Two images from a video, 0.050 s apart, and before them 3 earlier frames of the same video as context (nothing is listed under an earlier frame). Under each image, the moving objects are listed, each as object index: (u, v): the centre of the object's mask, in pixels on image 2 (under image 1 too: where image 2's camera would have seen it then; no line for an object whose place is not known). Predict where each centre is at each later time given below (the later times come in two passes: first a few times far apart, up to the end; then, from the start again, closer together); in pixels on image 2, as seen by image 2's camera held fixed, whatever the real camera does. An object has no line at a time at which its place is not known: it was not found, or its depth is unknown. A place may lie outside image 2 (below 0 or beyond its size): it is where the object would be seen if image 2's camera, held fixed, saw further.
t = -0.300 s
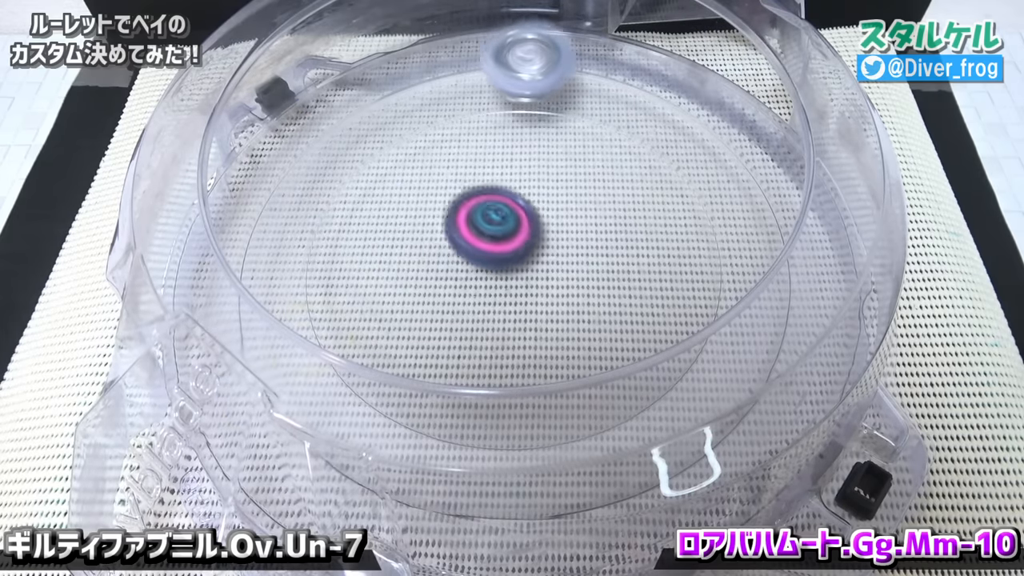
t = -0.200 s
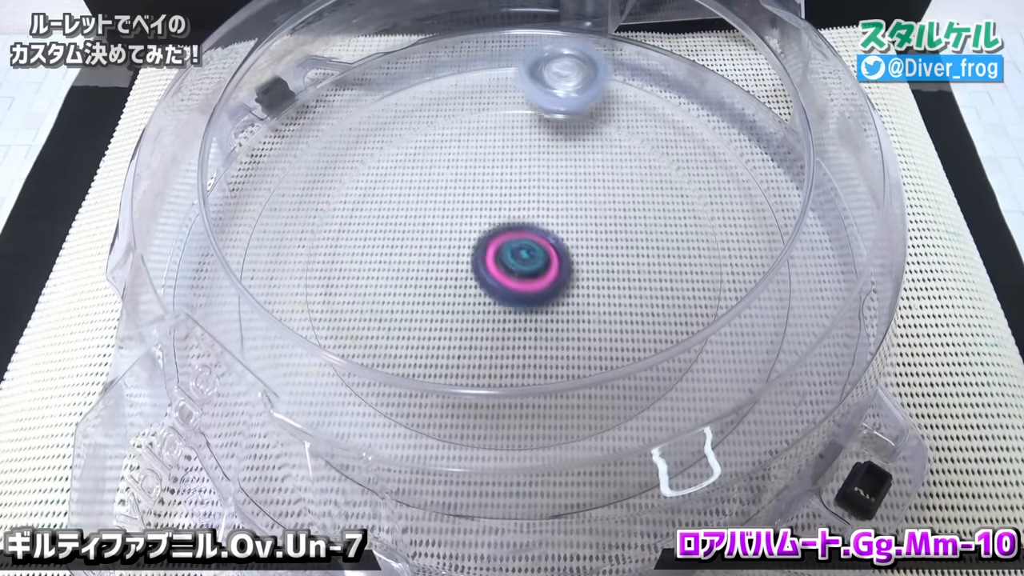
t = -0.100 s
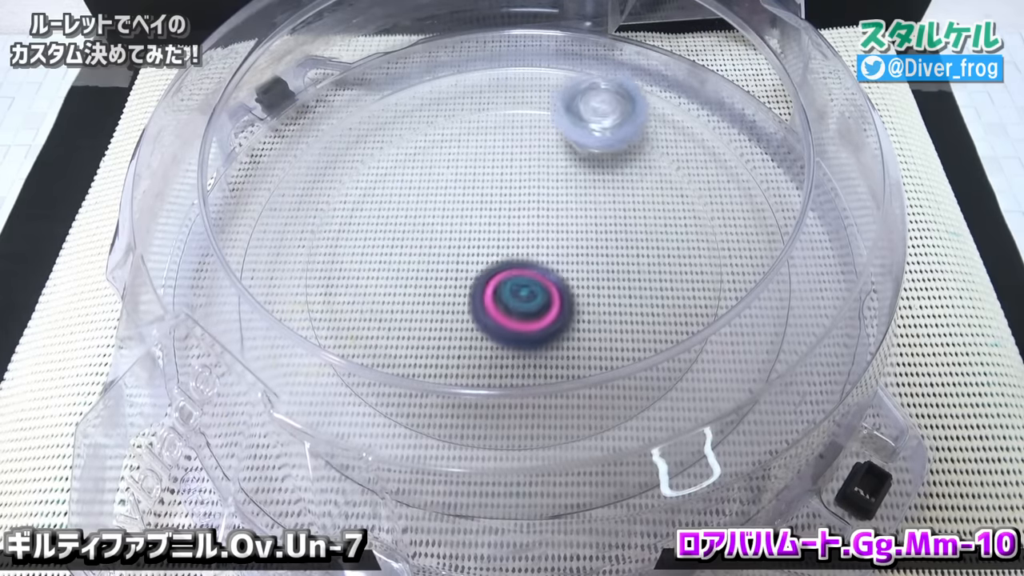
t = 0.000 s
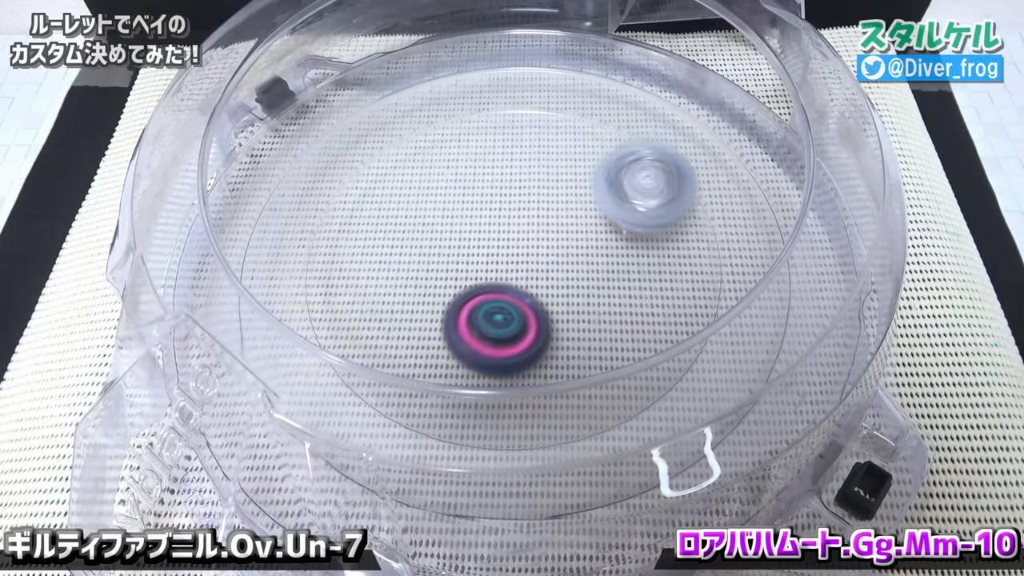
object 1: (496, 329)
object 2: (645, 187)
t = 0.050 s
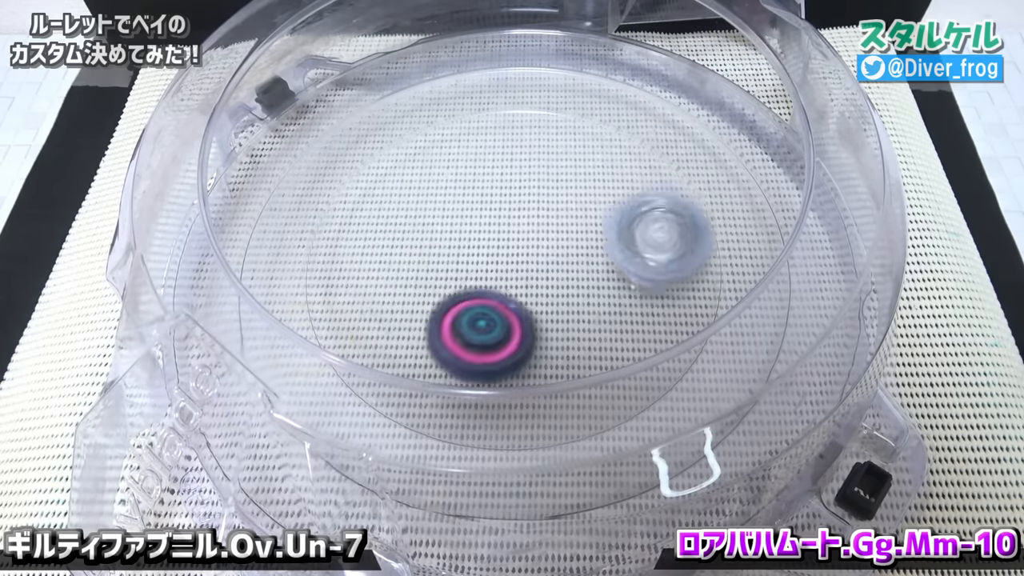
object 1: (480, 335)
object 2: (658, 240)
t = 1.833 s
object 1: (578, 258)
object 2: (600, 450)
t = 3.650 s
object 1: (490, 281)
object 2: (418, 89)
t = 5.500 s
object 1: (529, 269)
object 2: (446, 475)
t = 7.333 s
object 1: (469, 271)
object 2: (419, 378)
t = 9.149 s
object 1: (513, 250)
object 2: (621, 218)
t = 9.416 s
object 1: (506, 244)
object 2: (510, 347)
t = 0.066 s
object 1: (475, 336)
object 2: (659, 259)
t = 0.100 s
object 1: (464, 338)
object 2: (651, 298)
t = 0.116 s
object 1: (459, 339)
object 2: (642, 317)
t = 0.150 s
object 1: (448, 338)
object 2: (619, 354)
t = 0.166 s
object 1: (443, 338)
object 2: (606, 369)
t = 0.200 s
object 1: (434, 336)
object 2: (563, 396)
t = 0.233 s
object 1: (428, 331)
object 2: (512, 413)
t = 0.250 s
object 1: (425, 328)
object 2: (486, 415)
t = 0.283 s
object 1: (424, 321)
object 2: (429, 424)
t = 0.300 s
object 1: (424, 318)
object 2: (405, 427)
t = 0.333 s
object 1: (427, 310)
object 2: (360, 430)
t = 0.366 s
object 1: (431, 302)
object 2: (321, 429)
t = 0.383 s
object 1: (434, 298)
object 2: (307, 422)
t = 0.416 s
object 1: (440, 287)
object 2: (280, 409)
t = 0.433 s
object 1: (444, 282)
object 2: (266, 398)
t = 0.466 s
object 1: (455, 274)
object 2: (245, 380)
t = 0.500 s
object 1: (467, 267)
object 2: (229, 366)
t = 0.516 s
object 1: (474, 264)
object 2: (220, 359)
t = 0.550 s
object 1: (490, 260)
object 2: (218, 348)
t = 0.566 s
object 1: (497, 259)
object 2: (226, 335)
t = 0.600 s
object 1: (513, 259)
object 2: (237, 320)
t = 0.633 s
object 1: (527, 260)
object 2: (251, 303)
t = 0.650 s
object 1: (533, 262)
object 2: (253, 296)
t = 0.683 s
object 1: (544, 266)
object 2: (267, 279)
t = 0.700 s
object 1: (550, 269)
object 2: (273, 272)
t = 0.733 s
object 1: (559, 275)
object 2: (284, 258)
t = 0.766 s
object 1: (565, 282)
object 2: (292, 245)
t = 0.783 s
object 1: (568, 286)
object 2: (300, 238)
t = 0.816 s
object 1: (570, 293)
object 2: (314, 225)
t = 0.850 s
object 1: (570, 299)
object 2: (334, 209)
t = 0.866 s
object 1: (570, 302)
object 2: (346, 200)
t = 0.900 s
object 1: (568, 308)
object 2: (370, 182)
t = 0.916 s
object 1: (566, 310)
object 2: (383, 172)
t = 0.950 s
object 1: (561, 315)
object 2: (413, 156)
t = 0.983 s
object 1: (556, 318)
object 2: (447, 140)
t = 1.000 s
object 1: (553, 319)
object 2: (465, 133)
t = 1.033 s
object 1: (545, 321)
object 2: (503, 125)
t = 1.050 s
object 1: (540, 321)
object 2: (523, 124)
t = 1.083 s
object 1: (531, 320)
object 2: (563, 123)
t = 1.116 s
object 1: (522, 317)
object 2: (601, 128)
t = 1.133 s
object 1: (517, 314)
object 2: (620, 132)
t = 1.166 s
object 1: (510, 307)
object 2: (656, 145)
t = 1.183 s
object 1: (507, 304)
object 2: (672, 155)
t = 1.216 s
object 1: (501, 294)
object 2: (699, 174)
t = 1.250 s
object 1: (498, 284)
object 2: (724, 203)
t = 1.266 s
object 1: (498, 279)
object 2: (736, 217)
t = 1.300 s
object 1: (499, 269)
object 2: (754, 244)
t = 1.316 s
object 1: (501, 263)
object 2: (763, 257)
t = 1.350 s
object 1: (507, 254)
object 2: (777, 282)
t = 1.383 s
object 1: (515, 245)
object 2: (787, 304)
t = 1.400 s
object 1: (519, 243)
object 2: (784, 315)
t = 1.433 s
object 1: (527, 236)
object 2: (774, 336)
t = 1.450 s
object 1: (532, 233)
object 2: (766, 347)
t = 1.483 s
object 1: (541, 230)
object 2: (750, 364)
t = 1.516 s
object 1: (550, 227)
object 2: (733, 382)
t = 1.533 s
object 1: (554, 226)
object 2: (725, 389)
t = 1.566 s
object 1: (562, 226)
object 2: (710, 398)
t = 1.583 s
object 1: (565, 227)
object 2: (702, 407)
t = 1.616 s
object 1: (571, 229)
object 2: (691, 415)
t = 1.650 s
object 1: (575, 231)
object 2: (676, 424)
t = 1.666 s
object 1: (578, 233)
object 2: (671, 427)
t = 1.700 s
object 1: (580, 237)
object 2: (654, 430)
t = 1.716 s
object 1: (582, 239)
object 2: (648, 435)
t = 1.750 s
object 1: (583, 243)
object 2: (641, 440)
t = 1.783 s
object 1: (583, 250)
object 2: (623, 443)
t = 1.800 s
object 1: (582, 252)
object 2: (614, 443)
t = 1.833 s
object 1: (578, 258)
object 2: (600, 450)
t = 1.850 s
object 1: (575, 261)
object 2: (596, 451)
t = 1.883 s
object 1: (568, 266)
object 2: (582, 454)
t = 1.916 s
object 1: (559, 269)
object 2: (568, 455)
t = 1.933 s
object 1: (553, 271)
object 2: (558, 456)
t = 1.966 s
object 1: (543, 272)
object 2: (541, 456)
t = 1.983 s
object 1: (537, 271)
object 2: (534, 456)
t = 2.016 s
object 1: (526, 268)
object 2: (517, 453)
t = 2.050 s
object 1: (516, 265)
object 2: (500, 451)
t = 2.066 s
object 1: (511, 262)
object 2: (491, 450)
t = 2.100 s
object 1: (502, 255)
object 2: (475, 446)
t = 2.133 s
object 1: (497, 247)
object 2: (457, 440)
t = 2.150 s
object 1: (494, 243)
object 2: (449, 434)
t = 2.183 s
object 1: (490, 235)
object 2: (431, 427)
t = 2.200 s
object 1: (489, 231)
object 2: (423, 423)
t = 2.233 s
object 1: (489, 224)
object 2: (407, 412)
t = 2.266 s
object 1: (490, 217)
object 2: (391, 406)
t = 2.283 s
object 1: (491, 214)
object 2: (383, 402)
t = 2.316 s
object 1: (494, 209)
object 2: (366, 395)
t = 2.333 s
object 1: (495, 207)
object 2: (357, 390)
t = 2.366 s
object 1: (499, 204)
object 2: (342, 380)
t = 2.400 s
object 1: (503, 201)
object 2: (332, 365)
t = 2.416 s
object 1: (506, 201)
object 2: (326, 359)
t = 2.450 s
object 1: (511, 201)
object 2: (316, 350)
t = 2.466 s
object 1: (513, 202)
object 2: (309, 343)
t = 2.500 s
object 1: (519, 202)
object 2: (298, 331)
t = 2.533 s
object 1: (523, 205)
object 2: (291, 317)
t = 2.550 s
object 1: (526, 207)
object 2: (288, 310)
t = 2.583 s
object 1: (530, 212)
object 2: (285, 296)
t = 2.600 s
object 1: (531, 216)
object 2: (280, 288)
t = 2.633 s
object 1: (532, 222)
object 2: (282, 272)
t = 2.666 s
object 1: (531, 230)
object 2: (278, 261)
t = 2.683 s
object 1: (530, 234)
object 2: (275, 257)
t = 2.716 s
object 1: (526, 241)
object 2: (272, 245)
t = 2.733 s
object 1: (523, 244)
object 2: (271, 240)
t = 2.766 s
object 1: (515, 250)
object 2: (271, 228)
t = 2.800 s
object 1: (506, 255)
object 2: (268, 217)
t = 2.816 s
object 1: (501, 256)
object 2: (269, 212)
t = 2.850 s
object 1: (492, 258)
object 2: (269, 202)
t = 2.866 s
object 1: (488, 259)
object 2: (268, 196)
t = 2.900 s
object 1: (478, 259)
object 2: (269, 186)
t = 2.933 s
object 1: (469, 258)
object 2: (272, 177)
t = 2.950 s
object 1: (466, 257)
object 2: (273, 174)
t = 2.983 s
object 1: (458, 254)
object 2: (278, 165)
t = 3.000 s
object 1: (455, 251)
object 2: (278, 159)
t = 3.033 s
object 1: (450, 248)
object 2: (283, 152)
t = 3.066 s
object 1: (447, 244)
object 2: (295, 142)
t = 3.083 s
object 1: (446, 242)
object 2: (297, 138)
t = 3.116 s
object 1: (444, 237)
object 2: (306, 132)
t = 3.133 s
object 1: (445, 235)
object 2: (309, 129)
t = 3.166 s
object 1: (446, 231)
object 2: (313, 124)
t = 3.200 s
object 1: (448, 227)
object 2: (322, 118)
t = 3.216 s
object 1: (449, 226)
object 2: (326, 115)
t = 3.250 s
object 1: (454, 223)
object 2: (332, 112)
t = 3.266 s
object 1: (456, 222)
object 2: (336, 109)
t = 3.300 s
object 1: (464, 220)
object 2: (342, 107)
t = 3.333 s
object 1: (471, 222)
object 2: (348, 102)
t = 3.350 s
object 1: (475, 223)
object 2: (352, 100)
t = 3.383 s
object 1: (482, 228)
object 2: (359, 98)
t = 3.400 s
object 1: (485, 231)
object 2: (363, 97)
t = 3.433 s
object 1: (491, 237)
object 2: (370, 95)
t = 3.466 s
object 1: (495, 243)
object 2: (377, 93)
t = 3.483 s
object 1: (496, 246)
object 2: (379, 92)
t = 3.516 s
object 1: (497, 255)
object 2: (388, 91)
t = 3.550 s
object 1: (497, 263)
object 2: (394, 90)
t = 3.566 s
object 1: (497, 266)
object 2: (397, 89)
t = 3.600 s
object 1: (495, 273)
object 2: (406, 89)
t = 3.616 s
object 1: (494, 275)
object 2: (409, 89)
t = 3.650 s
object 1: (490, 281)
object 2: (418, 89)
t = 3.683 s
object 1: (485, 286)
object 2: (429, 91)
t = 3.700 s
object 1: (483, 289)
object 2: (432, 91)
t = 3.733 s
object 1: (476, 292)
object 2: (443, 90)
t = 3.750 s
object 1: (473, 293)
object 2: (449, 92)
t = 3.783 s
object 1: (467, 294)
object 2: (464, 99)
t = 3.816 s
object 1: (460, 293)
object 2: (483, 105)
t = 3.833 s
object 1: (457, 292)
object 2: (493, 109)
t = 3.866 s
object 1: (452, 290)
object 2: (518, 119)
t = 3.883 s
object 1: (450, 288)
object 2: (531, 124)
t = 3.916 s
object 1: (447, 283)
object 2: (559, 140)
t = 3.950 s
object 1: (445, 278)
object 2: (586, 156)
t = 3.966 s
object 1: (446, 275)
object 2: (598, 166)
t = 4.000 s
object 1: (449, 270)
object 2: (617, 191)
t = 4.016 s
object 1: (451, 268)
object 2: (625, 206)
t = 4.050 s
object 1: (457, 264)
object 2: (636, 236)
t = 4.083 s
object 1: (465, 261)
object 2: (635, 269)
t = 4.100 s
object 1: (469, 260)
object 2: (631, 288)
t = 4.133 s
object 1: (479, 259)
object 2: (616, 317)
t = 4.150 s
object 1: (484, 259)
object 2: (603, 327)
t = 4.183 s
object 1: (493, 260)
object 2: (576, 356)
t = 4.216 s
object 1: (502, 263)
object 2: (538, 376)
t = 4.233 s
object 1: (506, 265)
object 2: (521, 380)
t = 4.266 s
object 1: (513, 269)
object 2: (479, 389)
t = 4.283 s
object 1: (517, 271)
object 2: (459, 390)
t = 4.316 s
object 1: (522, 276)
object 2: (424, 386)
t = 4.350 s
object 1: (526, 282)
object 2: (391, 378)
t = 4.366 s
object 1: (527, 285)
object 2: (374, 370)
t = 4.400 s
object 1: (529, 290)
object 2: (346, 351)
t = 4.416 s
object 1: (529, 292)
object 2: (337, 341)
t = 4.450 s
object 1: (529, 296)
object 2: (321, 311)
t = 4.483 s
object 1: (527, 299)
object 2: (308, 287)
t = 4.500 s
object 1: (525, 301)
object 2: (304, 274)
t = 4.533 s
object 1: (523, 303)
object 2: (304, 248)
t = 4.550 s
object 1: (521, 304)
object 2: (306, 234)
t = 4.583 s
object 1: (518, 305)
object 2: (320, 208)
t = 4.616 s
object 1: (514, 305)
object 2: (339, 182)
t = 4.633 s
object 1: (512, 304)
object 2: (351, 172)
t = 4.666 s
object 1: (508, 302)
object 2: (375, 154)
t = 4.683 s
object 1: (506, 301)
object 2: (389, 146)
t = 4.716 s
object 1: (503, 297)
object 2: (417, 136)
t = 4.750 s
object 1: (501, 292)
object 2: (450, 129)
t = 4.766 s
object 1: (501, 291)
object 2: (466, 127)
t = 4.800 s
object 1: (501, 285)
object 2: (501, 125)
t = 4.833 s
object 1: (503, 280)
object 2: (534, 130)
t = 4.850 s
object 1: (504, 277)
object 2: (554, 135)
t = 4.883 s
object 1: (508, 271)
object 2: (588, 145)
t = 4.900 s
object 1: (510, 270)
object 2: (603, 154)
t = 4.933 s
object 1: (516, 266)
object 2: (631, 173)
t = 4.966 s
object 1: (522, 263)
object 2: (657, 197)
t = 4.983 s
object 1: (525, 262)
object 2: (667, 209)
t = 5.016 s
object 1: (531, 260)
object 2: (683, 236)
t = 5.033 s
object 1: (534, 259)
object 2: (688, 252)
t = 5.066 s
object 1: (540, 259)
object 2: (690, 282)
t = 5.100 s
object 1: (544, 258)
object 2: (688, 312)
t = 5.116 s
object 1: (545, 259)
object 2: (684, 327)
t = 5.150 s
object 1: (548, 259)
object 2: (669, 357)
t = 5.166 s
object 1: (550, 260)
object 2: (658, 369)
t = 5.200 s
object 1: (551, 261)
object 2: (628, 395)
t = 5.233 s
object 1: (552, 263)
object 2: (599, 414)
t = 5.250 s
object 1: (552, 263)
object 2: (584, 422)
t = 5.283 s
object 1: (552, 265)
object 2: (556, 443)
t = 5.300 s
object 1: (552, 266)
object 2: (544, 450)
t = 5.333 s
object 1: (551, 268)
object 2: (520, 459)
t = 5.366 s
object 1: (548, 270)
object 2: (499, 468)
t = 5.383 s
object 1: (546, 270)
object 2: (490, 472)
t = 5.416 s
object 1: (542, 270)
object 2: (475, 474)
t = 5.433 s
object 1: (539, 270)
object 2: (469, 476)
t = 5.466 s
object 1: (535, 270)
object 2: (459, 476)
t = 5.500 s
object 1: (529, 269)
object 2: (446, 475)
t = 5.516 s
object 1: (527, 267)
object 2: (444, 475)
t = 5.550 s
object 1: (522, 264)
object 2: (434, 473)
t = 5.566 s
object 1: (520, 262)
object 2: (426, 473)
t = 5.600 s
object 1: (517, 258)
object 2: (418, 471)
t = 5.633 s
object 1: (515, 252)
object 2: (406, 466)
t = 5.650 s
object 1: (515, 250)
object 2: (402, 463)
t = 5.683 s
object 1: (514, 245)
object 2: (391, 460)
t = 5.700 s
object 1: (514, 243)
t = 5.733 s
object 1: (514, 239)
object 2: (378, 452)
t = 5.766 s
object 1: (514, 235)
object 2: (371, 446)
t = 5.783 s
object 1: (515, 234)
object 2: (366, 445)
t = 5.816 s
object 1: (517, 230)
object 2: (359, 436)
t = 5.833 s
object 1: (518, 229)
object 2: (355, 432)
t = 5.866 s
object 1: (521, 227)
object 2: (343, 425)
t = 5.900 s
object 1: (524, 226)
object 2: (337, 414)
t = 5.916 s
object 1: (525, 226)
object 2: (335, 411)
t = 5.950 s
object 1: (527, 227)
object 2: (330, 403)
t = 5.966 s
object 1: (529, 228)
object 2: (330, 398)
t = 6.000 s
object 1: (531, 229)
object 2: (324, 389)
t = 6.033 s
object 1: (532, 233)
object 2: (317, 377)
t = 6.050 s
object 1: (532, 234)
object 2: (316, 372)
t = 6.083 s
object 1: (531, 238)
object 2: (308, 360)
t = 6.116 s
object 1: (528, 242)
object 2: (301, 350)
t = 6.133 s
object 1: (526, 243)
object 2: (300, 345)
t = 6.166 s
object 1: (521, 246)
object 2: (295, 335)
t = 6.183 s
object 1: (519, 247)
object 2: (294, 329)
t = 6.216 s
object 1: (514, 248)
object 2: (291, 319)
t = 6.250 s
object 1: (509, 250)
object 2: (290, 308)
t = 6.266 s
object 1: (507, 250)
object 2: (292, 301)
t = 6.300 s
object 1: (501, 250)
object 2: (295, 287)
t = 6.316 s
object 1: (498, 250)
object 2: (294, 281)
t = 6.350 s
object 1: (493, 248)
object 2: (295, 271)
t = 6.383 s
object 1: (489, 247)
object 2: (294, 260)
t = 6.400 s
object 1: (486, 246)
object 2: (296, 253)
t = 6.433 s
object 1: (483, 245)
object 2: (304, 238)
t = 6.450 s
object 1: (482, 244)
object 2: (310, 230)
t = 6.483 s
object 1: (479, 242)
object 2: (326, 211)
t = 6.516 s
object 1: (478, 240)
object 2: (345, 190)
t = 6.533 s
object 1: (477, 239)
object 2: (355, 181)
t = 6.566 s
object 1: (477, 236)
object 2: (375, 163)
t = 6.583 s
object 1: (477, 236)
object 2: (388, 155)
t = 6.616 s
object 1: (477, 235)
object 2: (413, 140)
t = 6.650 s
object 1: (478, 234)
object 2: (444, 130)
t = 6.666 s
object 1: (479, 233)
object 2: (459, 128)
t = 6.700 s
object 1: (481, 233)
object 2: (488, 122)
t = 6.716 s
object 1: (482, 233)
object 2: (505, 121)
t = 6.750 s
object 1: (486, 233)
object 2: (536, 123)
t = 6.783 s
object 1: (487, 235)
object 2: (569, 129)
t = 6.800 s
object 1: (488, 235)
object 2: (583, 132)
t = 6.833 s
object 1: (490, 238)
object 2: (612, 145)
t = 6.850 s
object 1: (490, 238)
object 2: (626, 154)
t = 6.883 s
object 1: (492, 242)
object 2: (649, 172)
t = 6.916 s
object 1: (492, 246)
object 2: (668, 194)
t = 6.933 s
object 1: (492, 248)
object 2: (674, 205)
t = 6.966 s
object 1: (492, 252)
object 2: (683, 231)
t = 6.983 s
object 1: (491, 254)
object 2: (687, 246)
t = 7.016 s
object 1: (490, 258)
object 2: (687, 276)
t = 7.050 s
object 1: (488, 261)
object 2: (676, 299)
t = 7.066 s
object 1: (487, 263)
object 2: (668, 309)
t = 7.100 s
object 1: (485, 266)
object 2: (654, 340)
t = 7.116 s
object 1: (484, 268)
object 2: (643, 350)
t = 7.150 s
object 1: (481, 270)
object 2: (611, 371)
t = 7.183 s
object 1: (478, 272)
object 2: (581, 387)
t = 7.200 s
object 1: (477, 272)
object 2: (564, 392)
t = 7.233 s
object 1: (474, 273)
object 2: (526, 397)
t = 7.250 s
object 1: (473, 273)
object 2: (507, 397)
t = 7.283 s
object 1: (471, 273)
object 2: (468, 393)
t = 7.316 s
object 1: (469, 272)
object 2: (432, 384)
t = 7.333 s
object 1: (469, 271)
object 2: (419, 378)
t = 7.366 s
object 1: (469, 270)
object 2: (391, 360)
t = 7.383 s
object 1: (469, 270)
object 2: (381, 351)
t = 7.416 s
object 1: (470, 268)
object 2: (361, 329)
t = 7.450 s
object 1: (471, 267)
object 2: (344, 306)
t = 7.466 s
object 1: (473, 266)
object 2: (339, 292)
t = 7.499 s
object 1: (475, 266)
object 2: (335, 267)
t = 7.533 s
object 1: (479, 266)
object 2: (333, 243)
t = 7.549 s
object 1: (481, 266)
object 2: (334, 231)
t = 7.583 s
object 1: (485, 266)
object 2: (342, 208)
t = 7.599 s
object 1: (486, 266)
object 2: (345, 195)
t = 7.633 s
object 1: (489, 267)
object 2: (359, 175)
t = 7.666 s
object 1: (494, 268)
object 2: (378, 156)
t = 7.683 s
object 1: (495, 268)
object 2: (388, 149)
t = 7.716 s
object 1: (499, 269)
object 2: (408, 132)
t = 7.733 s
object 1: (500, 269)
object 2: (420, 127)
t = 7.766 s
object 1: (504, 271)
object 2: (446, 116)
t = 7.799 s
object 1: (507, 273)
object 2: (469, 111)
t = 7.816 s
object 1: (509, 274)
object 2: (482, 110)
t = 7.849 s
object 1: (512, 277)
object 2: (508, 108)
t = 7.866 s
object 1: (512, 278)
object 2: (521, 108)
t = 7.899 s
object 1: (513, 280)
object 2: (550, 113)
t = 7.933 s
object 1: (513, 282)
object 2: (574, 122)
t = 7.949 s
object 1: (513, 283)
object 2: (588, 127)
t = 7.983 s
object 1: (513, 285)
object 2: (610, 141)
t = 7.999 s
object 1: (512, 286)
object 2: (621, 149)
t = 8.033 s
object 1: (511, 287)
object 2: (641, 169)
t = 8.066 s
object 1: (510, 287)
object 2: (655, 190)
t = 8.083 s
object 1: (509, 287)
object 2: (661, 204)
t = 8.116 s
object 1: (507, 287)
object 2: (667, 229)
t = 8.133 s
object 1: (506, 287)
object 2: (667, 244)
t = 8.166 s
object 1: (505, 285)
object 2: (663, 273)
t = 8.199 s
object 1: (504, 283)
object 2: (651, 299)
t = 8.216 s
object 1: (503, 281)
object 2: (641, 312)
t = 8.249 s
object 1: (504, 278)
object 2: (617, 328)
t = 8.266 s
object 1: (504, 277)
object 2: (607, 344)
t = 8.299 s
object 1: (505, 273)
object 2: (575, 360)
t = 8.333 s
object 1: (508, 270)
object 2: (540, 370)
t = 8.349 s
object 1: (509, 269)
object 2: (521, 372)
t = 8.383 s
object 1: (511, 267)
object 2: (486, 373)
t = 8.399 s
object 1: (513, 266)
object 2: (468, 371)
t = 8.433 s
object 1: (515, 264)
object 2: (436, 362)
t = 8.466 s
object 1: (517, 262)
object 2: (404, 352)
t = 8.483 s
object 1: (519, 262)
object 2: (391, 345)
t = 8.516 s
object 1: (521, 261)
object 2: (368, 326)
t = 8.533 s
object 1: (523, 260)
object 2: (360, 315)
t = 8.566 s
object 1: (525, 260)
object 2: (346, 293)
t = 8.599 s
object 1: (527, 259)
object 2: (339, 270)
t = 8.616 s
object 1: (528, 260)
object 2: (338, 261)
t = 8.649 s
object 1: (529, 260)
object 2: (337, 238)
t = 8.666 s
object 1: (530, 260)
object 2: (340, 228)
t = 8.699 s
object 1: (530, 261)
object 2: (348, 209)
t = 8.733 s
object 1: (531, 261)
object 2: (359, 190)
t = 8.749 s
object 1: (532, 261)
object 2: (365, 183)
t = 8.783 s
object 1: (532, 261)
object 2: (383, 168)
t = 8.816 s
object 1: (532, 262)
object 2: (403, 154)
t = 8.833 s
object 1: (532, 262)
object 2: (411, 149)
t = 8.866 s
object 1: (531, 262)
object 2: (436, 141)
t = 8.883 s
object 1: (530, 262)
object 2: (449, 138)
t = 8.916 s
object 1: (528, 263)
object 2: (474, 135)
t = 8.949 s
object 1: (525, 262)
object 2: (501, 136)
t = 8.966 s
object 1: (523, 261)
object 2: (514, 137)
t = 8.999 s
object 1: (521, 260)
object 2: (539, 143)
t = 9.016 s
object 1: (519, 259)
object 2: (551, 149)
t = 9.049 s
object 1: (517, 257)
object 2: (573, 161)
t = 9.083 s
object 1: (515, 254)
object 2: (595, 177)
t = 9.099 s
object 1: (514, 253)
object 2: (604, 186)
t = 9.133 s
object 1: (514, 251)
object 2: (616, 207)
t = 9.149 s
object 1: (513, 250)
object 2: (621, 218)
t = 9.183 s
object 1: (512, 249)
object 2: (627, 242)
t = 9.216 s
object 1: (510, 247)
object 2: (624, 266)
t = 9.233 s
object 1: (510, 246)
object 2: (622, 278)
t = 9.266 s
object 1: (509, 245)
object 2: (610, 299)
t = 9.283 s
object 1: (509, 245)
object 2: (602, 309)
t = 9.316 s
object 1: (508, 244)
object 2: (583, 326)
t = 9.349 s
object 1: (508, 244)
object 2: (558, 337)
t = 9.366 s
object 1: (507, 244)
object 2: (548, 341)
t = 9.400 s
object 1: (507, 244)
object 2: (523, 345)
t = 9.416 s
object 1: (506, 244)
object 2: (510, 347)
